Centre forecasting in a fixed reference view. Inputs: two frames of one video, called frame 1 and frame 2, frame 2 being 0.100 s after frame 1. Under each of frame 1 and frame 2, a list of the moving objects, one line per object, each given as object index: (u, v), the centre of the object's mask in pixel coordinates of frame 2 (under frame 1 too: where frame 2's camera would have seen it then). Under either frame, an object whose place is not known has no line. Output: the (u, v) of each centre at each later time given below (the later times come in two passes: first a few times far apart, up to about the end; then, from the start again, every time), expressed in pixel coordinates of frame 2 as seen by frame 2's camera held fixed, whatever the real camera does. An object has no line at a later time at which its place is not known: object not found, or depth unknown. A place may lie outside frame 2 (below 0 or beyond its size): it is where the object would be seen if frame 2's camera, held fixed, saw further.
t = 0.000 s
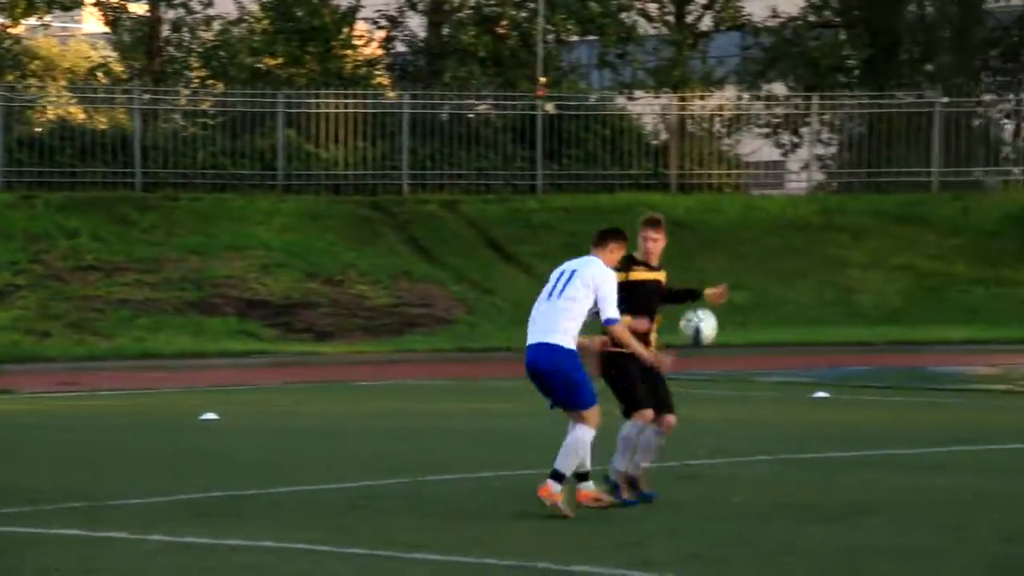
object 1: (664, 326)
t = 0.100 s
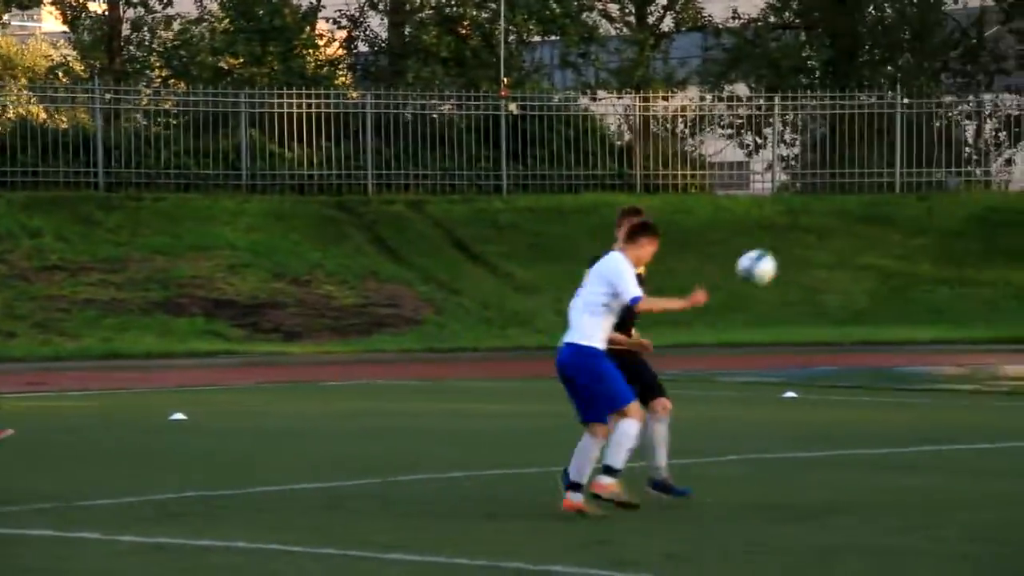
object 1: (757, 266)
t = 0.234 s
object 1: (868, 213)
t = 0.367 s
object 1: (974, 184)
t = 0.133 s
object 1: (786, 250)
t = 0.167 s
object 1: (813, 237)
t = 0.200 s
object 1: (840, 225)
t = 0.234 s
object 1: (868, 213)
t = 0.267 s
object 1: (895, 203)
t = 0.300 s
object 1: (922, 195)
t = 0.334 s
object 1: (947, 189)
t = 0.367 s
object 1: (974, 184)
